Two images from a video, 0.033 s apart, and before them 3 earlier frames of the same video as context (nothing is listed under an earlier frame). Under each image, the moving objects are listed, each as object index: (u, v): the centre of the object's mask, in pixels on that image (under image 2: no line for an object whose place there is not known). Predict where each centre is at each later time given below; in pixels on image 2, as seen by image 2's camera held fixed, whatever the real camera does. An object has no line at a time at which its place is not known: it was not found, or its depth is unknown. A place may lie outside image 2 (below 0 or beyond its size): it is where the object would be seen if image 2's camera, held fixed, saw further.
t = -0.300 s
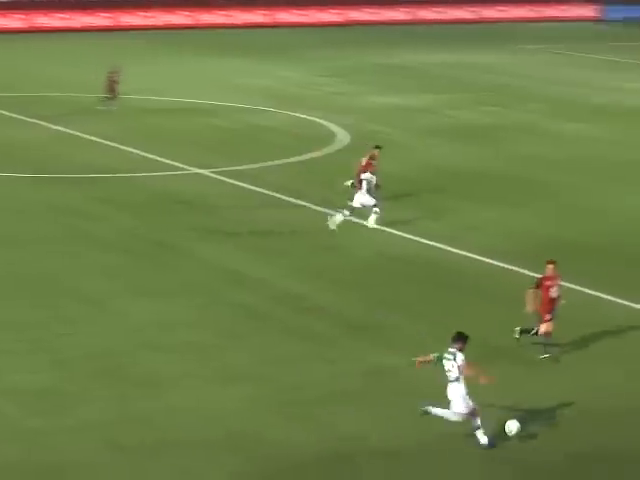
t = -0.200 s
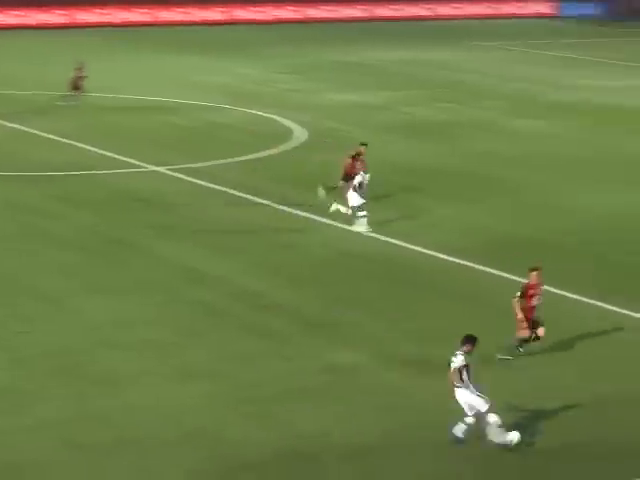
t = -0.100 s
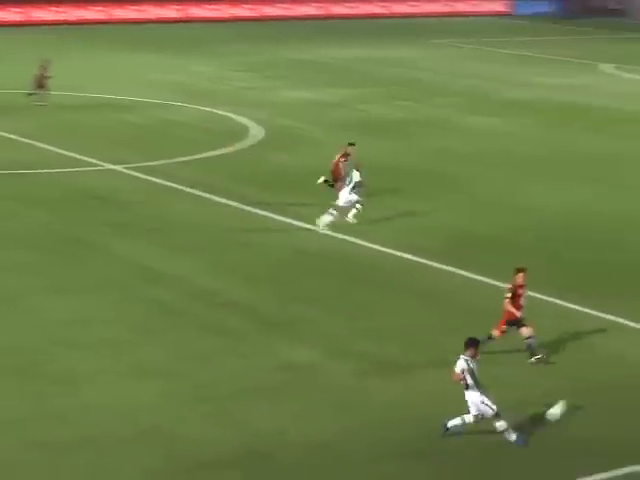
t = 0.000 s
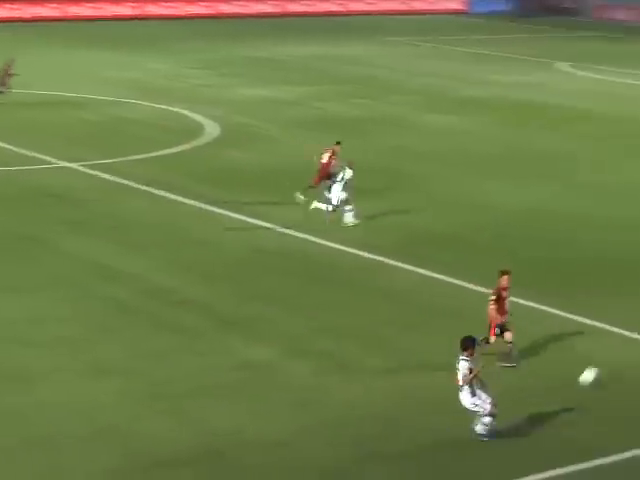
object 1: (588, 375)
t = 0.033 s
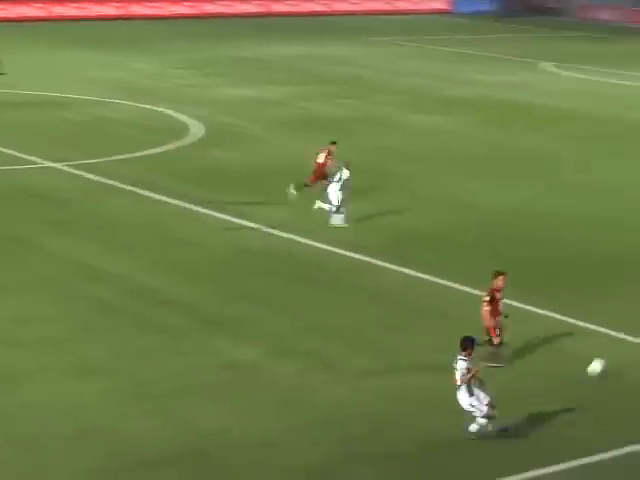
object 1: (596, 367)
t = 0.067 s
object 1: (618, 361)
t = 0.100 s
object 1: (639, 356)
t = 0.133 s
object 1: (659, 351)
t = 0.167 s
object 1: (677, 342)
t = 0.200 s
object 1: (695, 335)
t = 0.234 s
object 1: (711, 329)
